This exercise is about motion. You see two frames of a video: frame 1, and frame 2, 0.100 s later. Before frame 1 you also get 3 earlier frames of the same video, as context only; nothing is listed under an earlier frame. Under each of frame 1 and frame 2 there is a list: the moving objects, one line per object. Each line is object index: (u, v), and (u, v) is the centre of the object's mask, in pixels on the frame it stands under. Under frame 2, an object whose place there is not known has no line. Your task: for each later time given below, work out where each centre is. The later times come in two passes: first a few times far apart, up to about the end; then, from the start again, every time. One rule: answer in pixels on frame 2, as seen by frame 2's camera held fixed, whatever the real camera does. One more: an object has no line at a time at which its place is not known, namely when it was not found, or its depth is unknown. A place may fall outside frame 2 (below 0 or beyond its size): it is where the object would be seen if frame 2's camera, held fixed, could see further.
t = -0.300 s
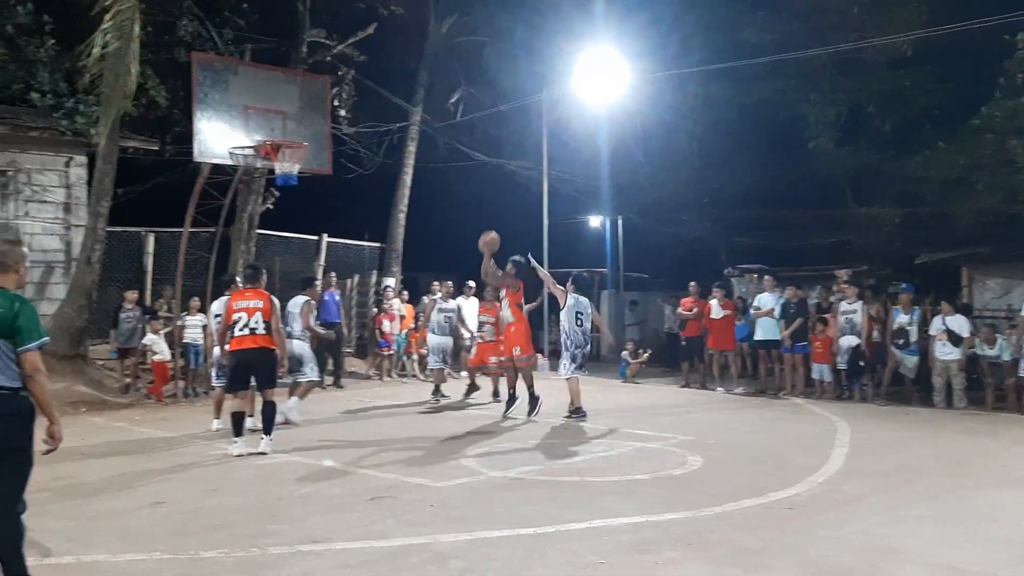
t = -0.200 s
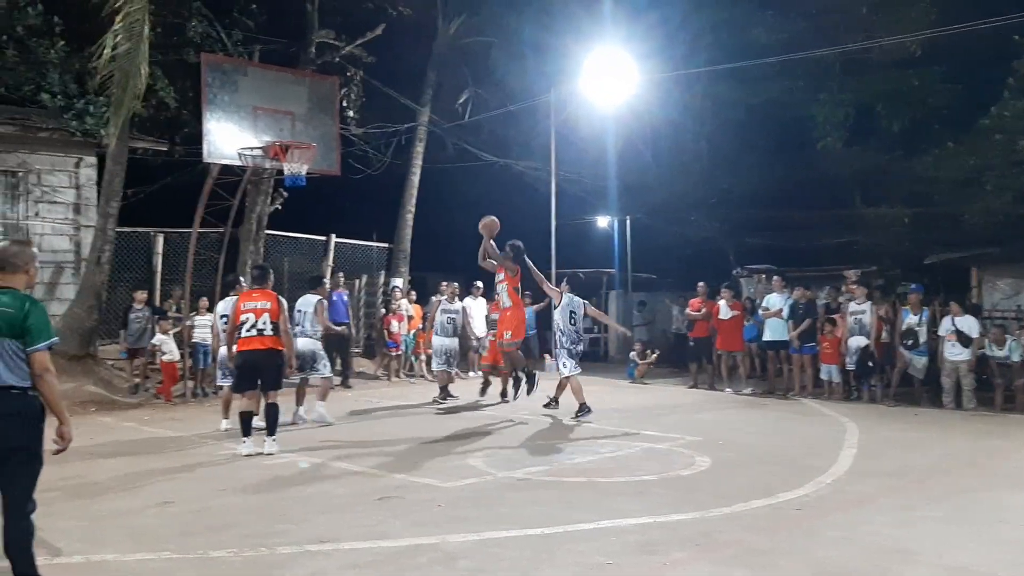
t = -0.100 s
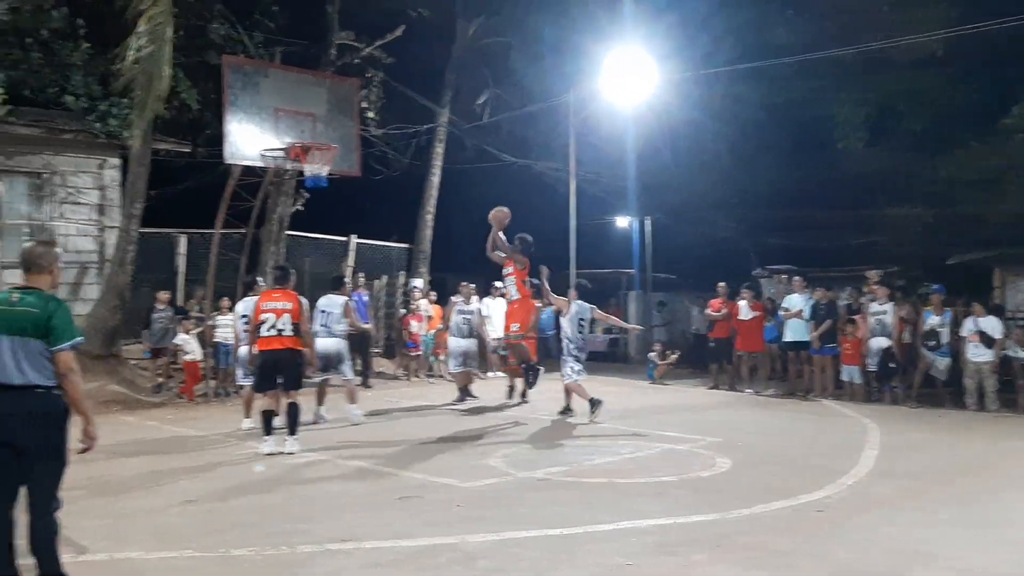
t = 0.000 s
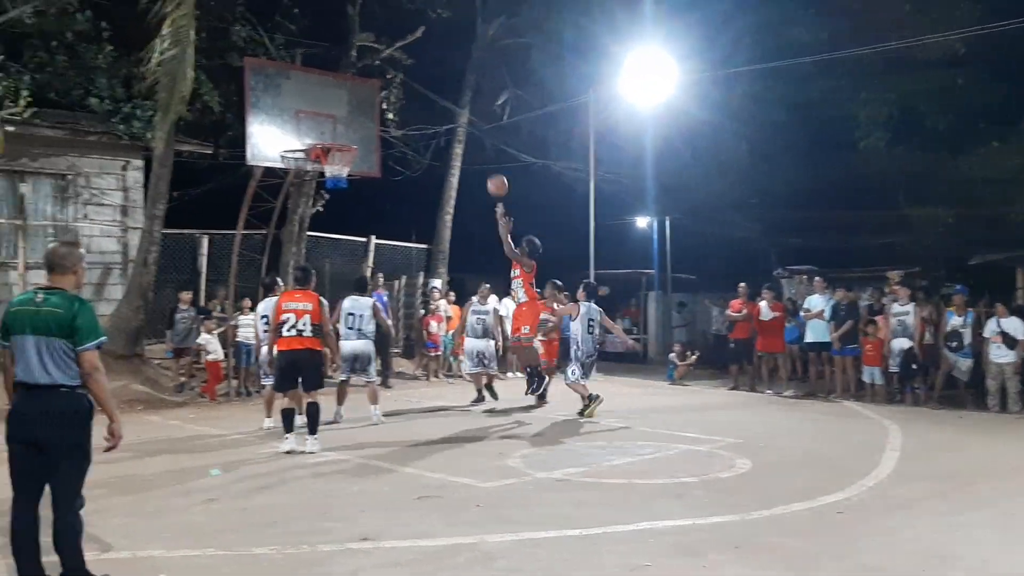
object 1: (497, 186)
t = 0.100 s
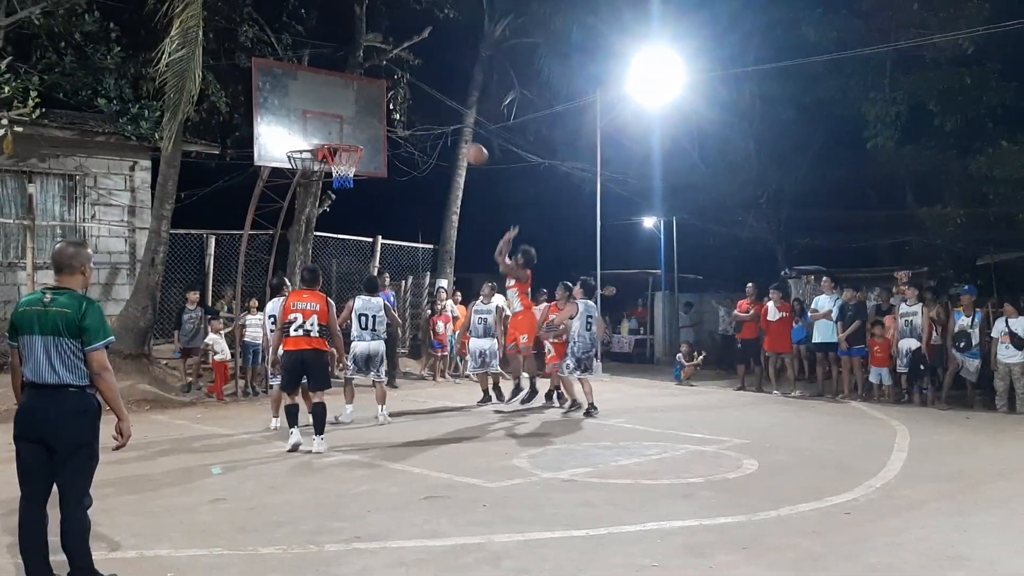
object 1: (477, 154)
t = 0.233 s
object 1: (439, 125)
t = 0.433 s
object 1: (384, 107)
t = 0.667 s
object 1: (319, 130)
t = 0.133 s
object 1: (467, 146)
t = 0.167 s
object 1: (457, 137)
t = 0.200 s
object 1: (448, 130)
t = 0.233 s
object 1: (439, 125)
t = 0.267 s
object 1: (429, 119)
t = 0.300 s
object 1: (420, 116)
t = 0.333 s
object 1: (411, 113)
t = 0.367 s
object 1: (401, 110)
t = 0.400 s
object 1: (393, 109)
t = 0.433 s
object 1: (384, 107)
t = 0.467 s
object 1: (375, 108)
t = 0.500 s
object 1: (366, 108)
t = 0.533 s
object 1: (357, 111)
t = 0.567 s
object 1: (348, 114)
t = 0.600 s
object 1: (338, 118)
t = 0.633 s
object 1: (330, 123)
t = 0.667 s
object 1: (319, 130)
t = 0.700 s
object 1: (311, 137)
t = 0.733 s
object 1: (301, 144)
